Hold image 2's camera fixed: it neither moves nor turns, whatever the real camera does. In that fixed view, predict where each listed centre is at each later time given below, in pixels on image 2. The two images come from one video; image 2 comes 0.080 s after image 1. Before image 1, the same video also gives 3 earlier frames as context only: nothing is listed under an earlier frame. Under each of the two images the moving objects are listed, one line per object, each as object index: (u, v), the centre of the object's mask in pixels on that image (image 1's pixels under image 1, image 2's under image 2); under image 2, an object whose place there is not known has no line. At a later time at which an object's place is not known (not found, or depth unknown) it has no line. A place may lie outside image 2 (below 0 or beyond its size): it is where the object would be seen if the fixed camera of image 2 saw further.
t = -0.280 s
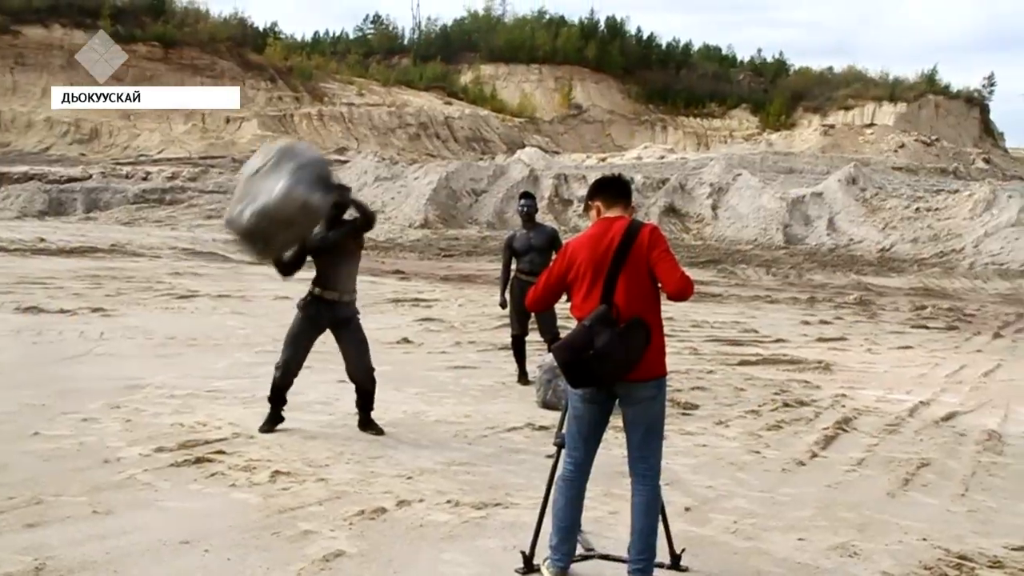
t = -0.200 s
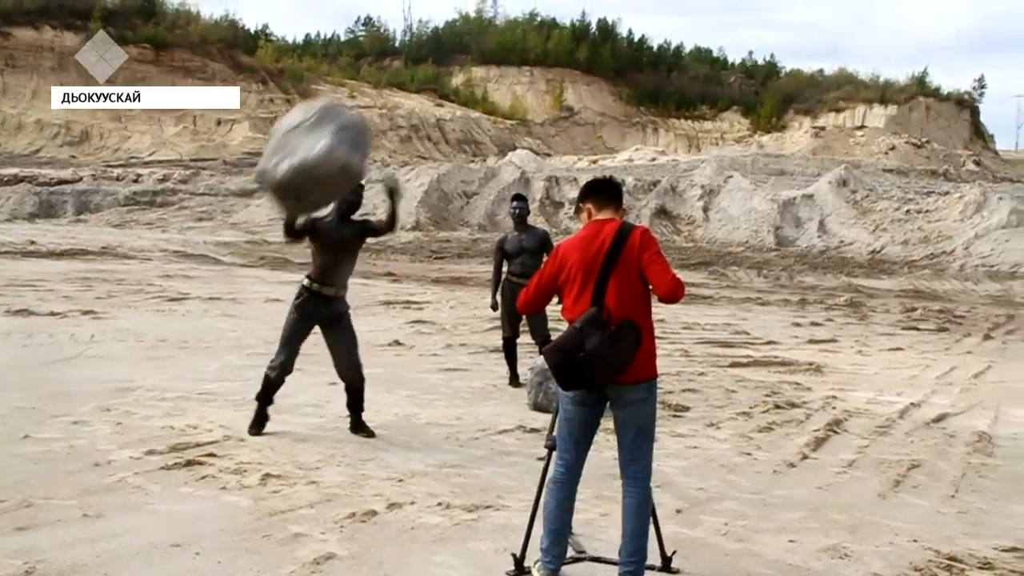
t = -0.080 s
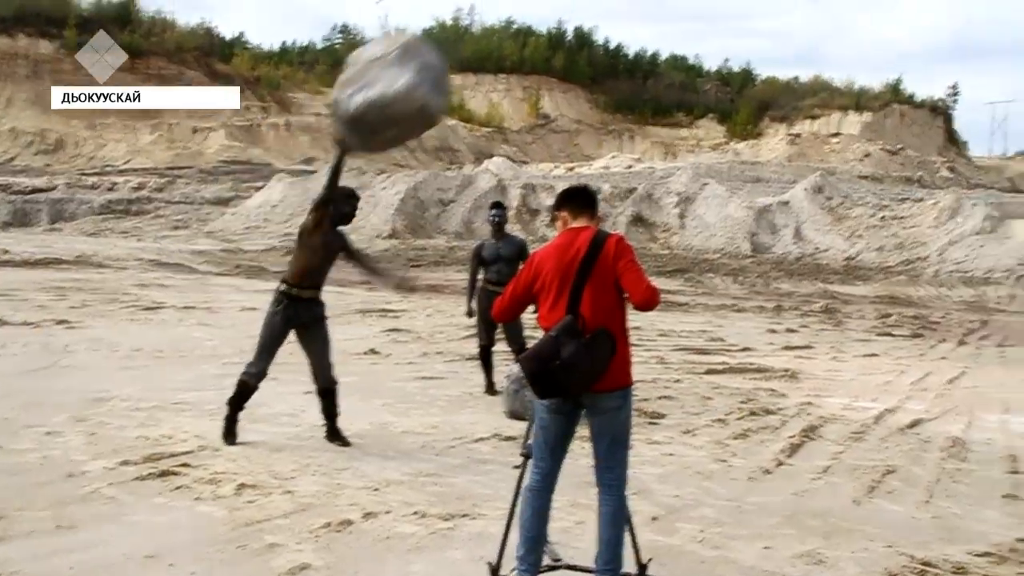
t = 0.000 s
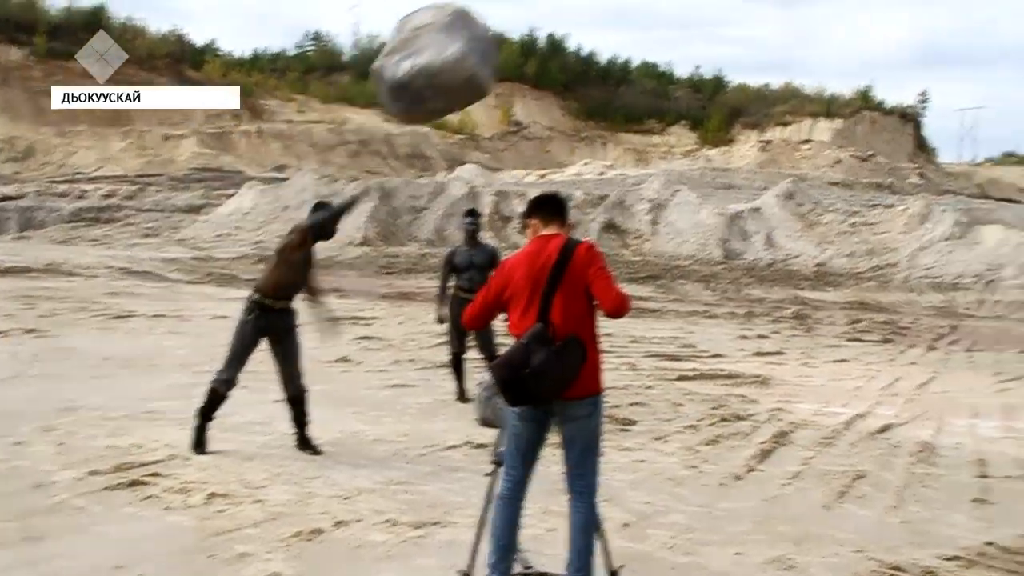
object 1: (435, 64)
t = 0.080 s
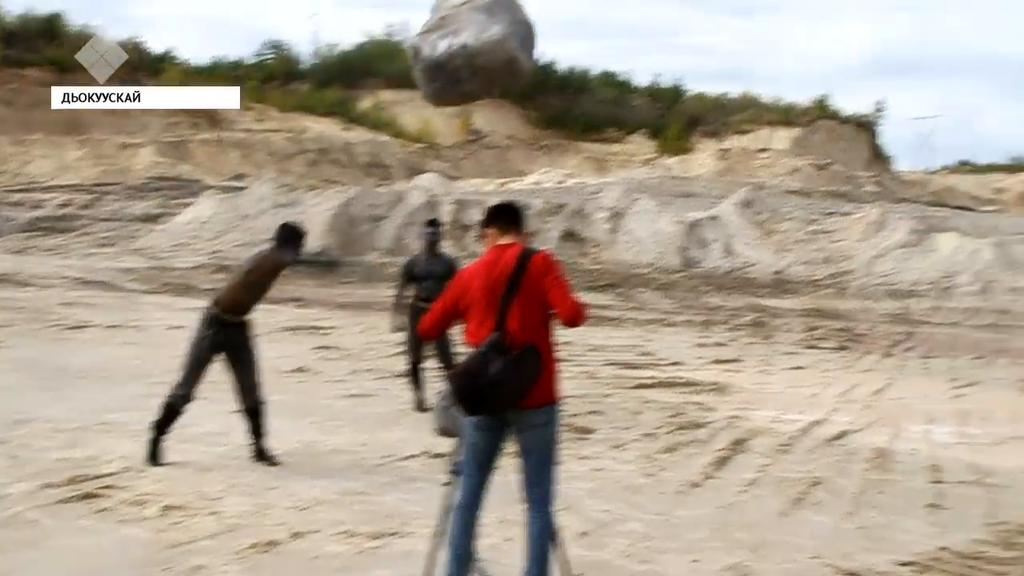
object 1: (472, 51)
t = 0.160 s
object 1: (546, 37)
